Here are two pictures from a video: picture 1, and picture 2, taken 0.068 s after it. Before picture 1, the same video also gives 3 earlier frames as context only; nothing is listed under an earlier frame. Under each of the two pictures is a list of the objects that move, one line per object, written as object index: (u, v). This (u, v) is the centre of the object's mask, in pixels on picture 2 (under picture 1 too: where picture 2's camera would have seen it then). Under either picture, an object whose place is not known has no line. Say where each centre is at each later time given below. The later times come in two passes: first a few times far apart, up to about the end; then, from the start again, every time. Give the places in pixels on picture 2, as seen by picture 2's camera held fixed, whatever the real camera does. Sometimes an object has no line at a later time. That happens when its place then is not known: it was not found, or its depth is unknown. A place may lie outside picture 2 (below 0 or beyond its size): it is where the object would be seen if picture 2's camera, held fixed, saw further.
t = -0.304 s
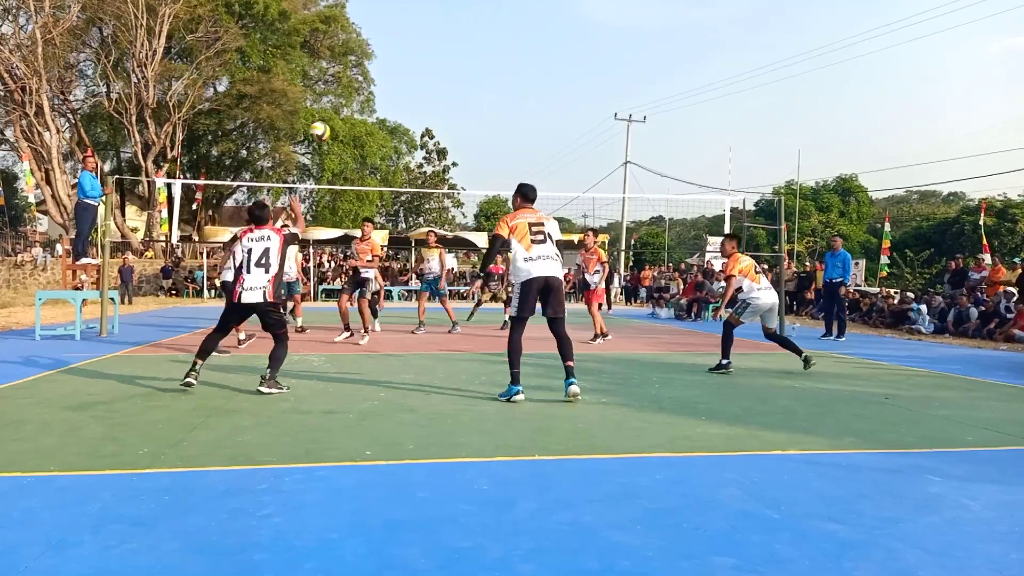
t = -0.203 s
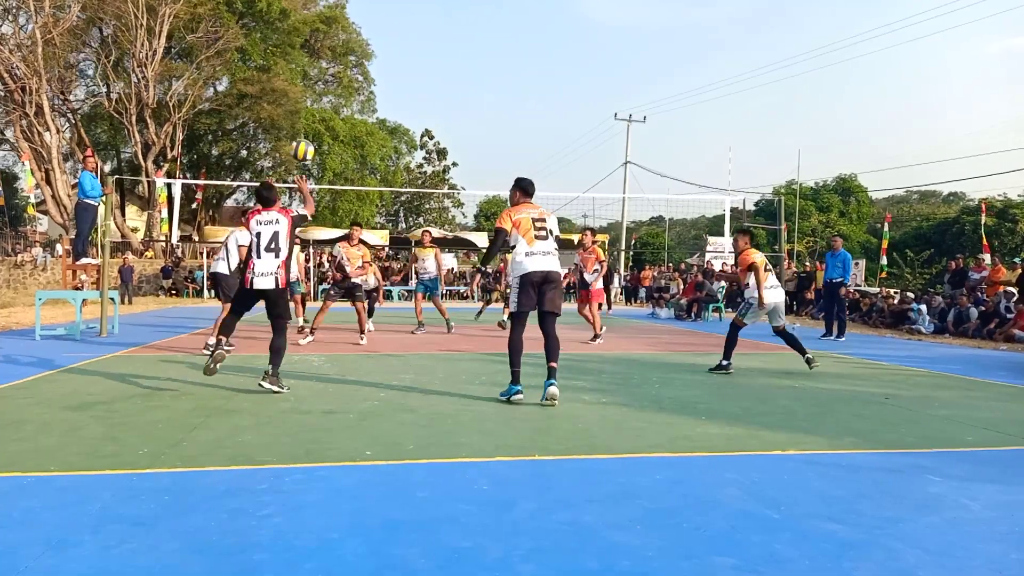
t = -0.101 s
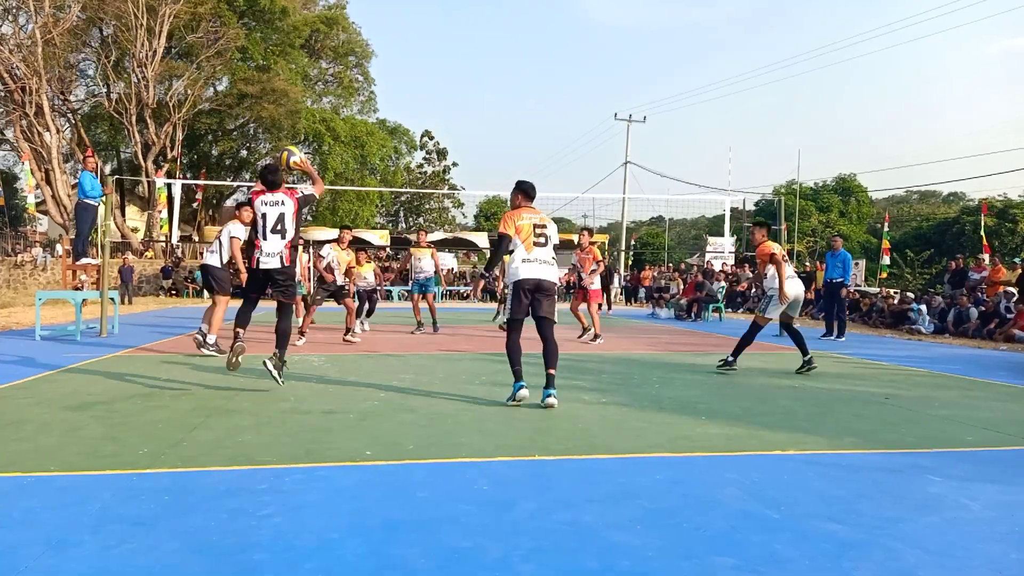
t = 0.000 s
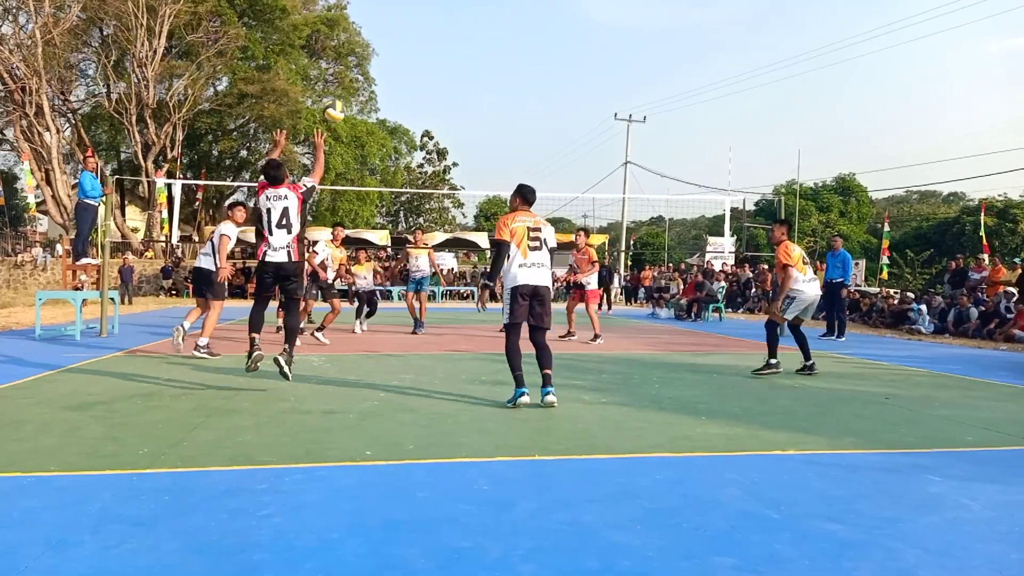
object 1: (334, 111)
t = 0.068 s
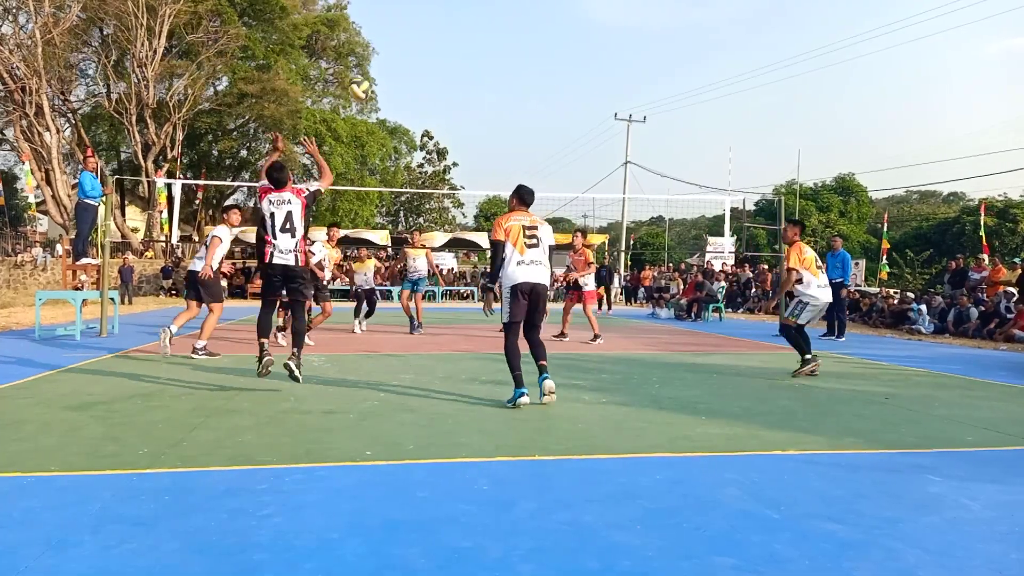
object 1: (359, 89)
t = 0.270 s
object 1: (425, 61)
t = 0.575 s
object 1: (486, 94)
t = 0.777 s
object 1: (513, 147)
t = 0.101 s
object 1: (372, 81)
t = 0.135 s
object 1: (384, 74)
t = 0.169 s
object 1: (395, 69)
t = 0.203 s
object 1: (405, 65)
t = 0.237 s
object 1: (415, 62)
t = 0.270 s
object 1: (425, 61)
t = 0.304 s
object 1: (434, 62)
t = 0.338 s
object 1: (442, 63)
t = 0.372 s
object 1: (450, 65)
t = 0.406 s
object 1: (457, 68)
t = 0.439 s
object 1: (464, 72)
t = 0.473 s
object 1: (469, 77)
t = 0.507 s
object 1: (475, 82)
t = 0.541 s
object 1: (481, 88)
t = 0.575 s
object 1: (486, 94)
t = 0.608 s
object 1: (490, 102)
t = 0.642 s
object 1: (495, 110)
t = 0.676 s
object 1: (499, 118)
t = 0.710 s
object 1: (504, 127)
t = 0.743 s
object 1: (508, 137)
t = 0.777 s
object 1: (513, 147)
